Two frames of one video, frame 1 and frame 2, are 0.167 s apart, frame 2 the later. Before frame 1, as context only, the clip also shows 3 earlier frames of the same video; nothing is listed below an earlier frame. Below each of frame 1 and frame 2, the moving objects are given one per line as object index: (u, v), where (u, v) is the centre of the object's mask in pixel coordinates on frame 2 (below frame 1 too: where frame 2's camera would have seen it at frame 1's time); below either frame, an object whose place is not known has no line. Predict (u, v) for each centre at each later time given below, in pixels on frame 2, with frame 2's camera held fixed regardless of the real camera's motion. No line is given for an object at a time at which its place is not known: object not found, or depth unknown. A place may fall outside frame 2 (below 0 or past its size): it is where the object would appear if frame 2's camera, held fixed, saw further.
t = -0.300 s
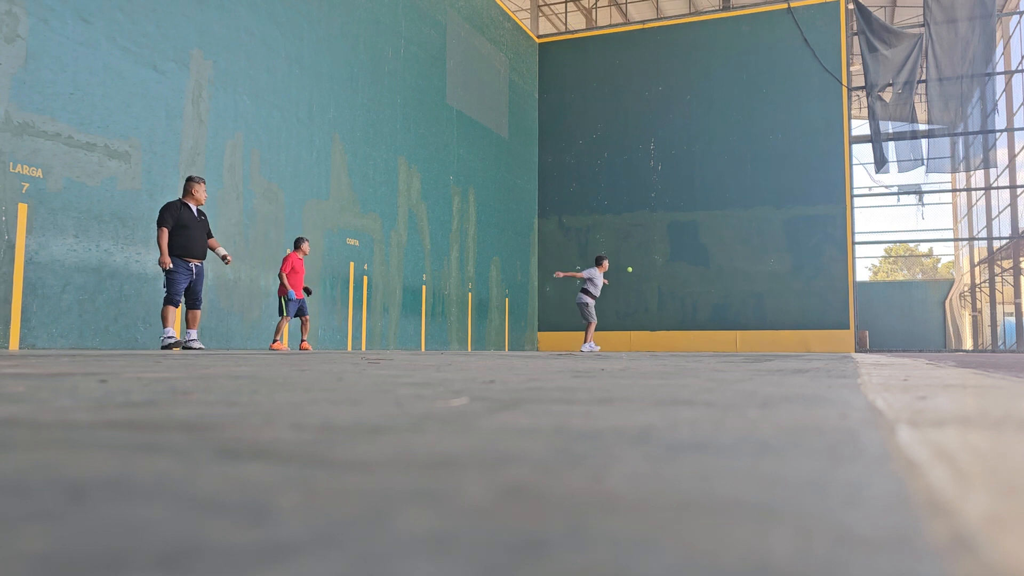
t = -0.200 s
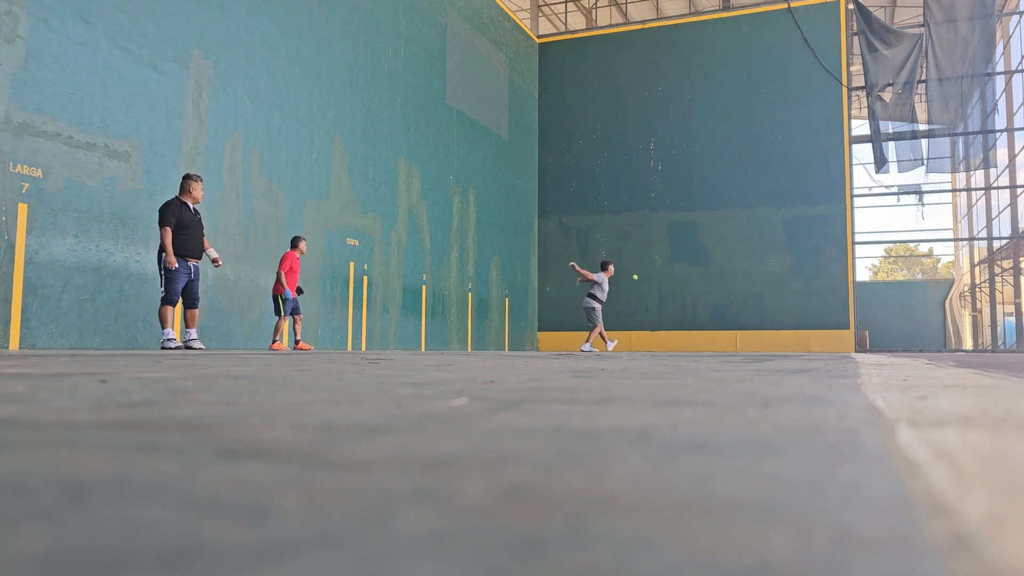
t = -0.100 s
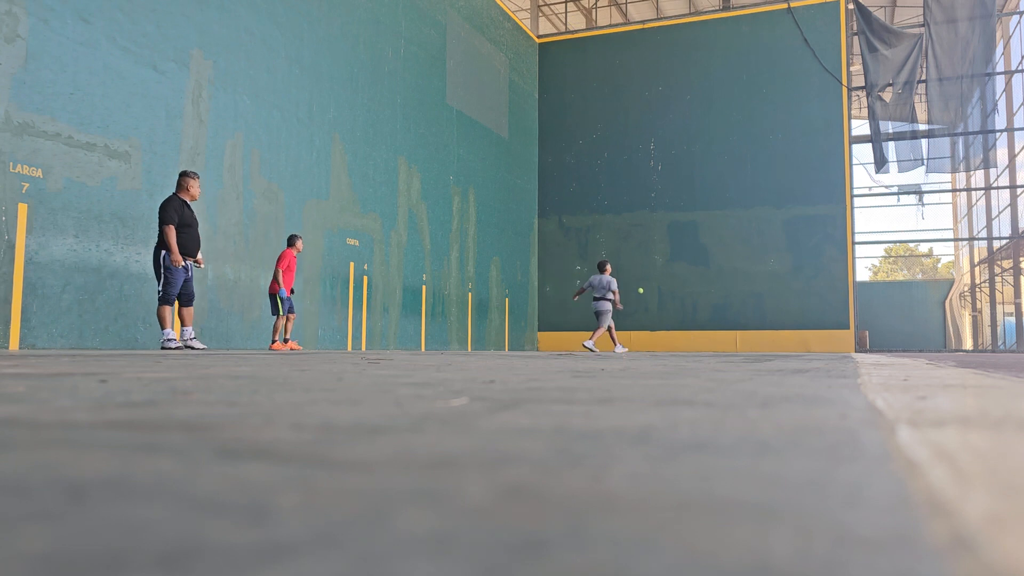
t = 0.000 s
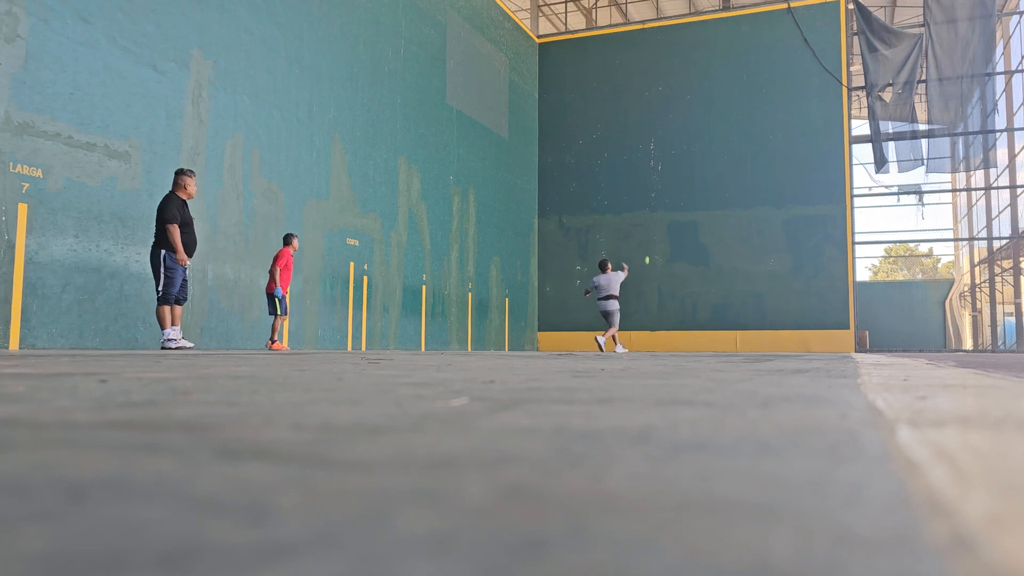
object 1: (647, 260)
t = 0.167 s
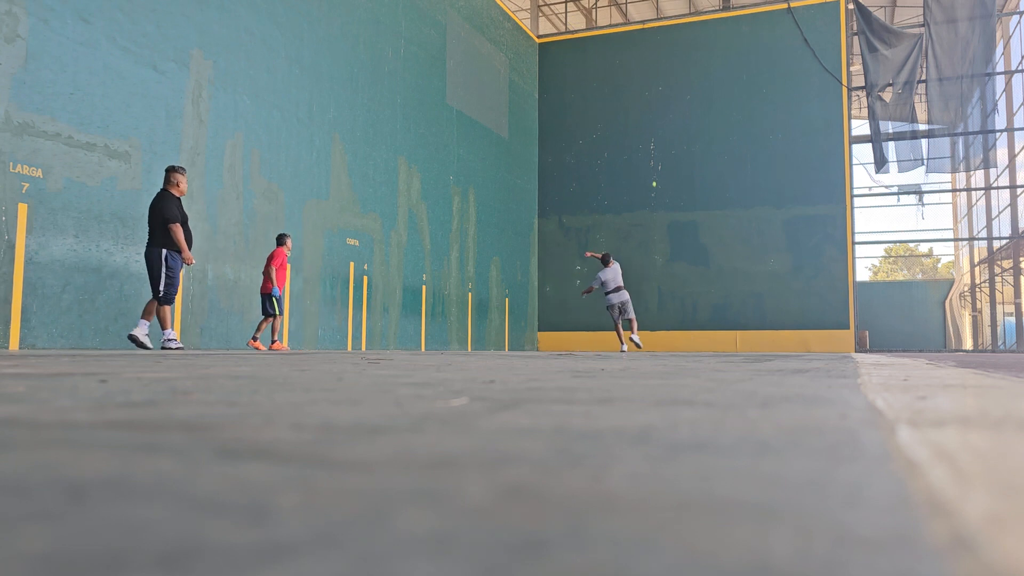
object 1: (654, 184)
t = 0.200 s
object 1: (655, 174)
